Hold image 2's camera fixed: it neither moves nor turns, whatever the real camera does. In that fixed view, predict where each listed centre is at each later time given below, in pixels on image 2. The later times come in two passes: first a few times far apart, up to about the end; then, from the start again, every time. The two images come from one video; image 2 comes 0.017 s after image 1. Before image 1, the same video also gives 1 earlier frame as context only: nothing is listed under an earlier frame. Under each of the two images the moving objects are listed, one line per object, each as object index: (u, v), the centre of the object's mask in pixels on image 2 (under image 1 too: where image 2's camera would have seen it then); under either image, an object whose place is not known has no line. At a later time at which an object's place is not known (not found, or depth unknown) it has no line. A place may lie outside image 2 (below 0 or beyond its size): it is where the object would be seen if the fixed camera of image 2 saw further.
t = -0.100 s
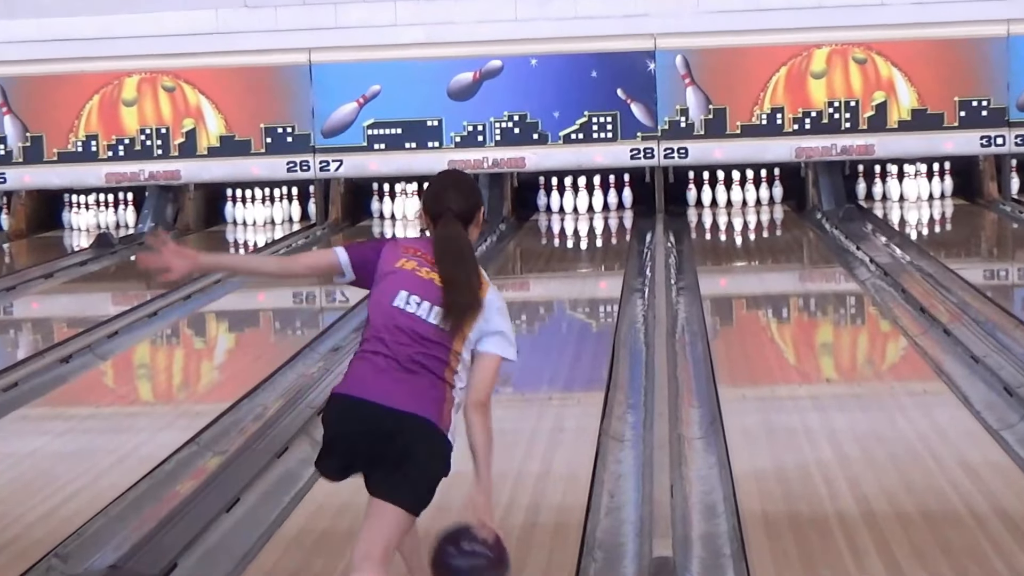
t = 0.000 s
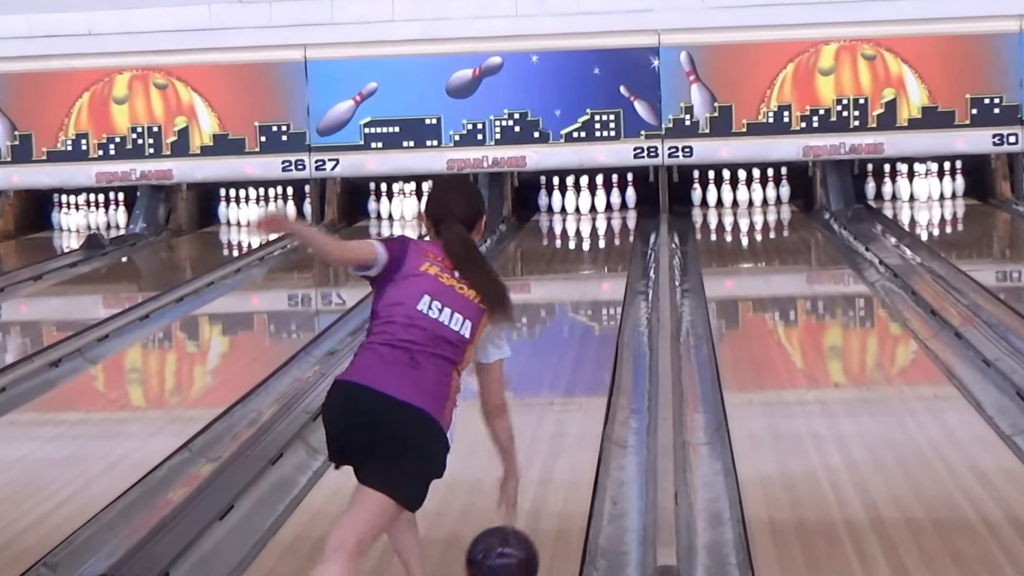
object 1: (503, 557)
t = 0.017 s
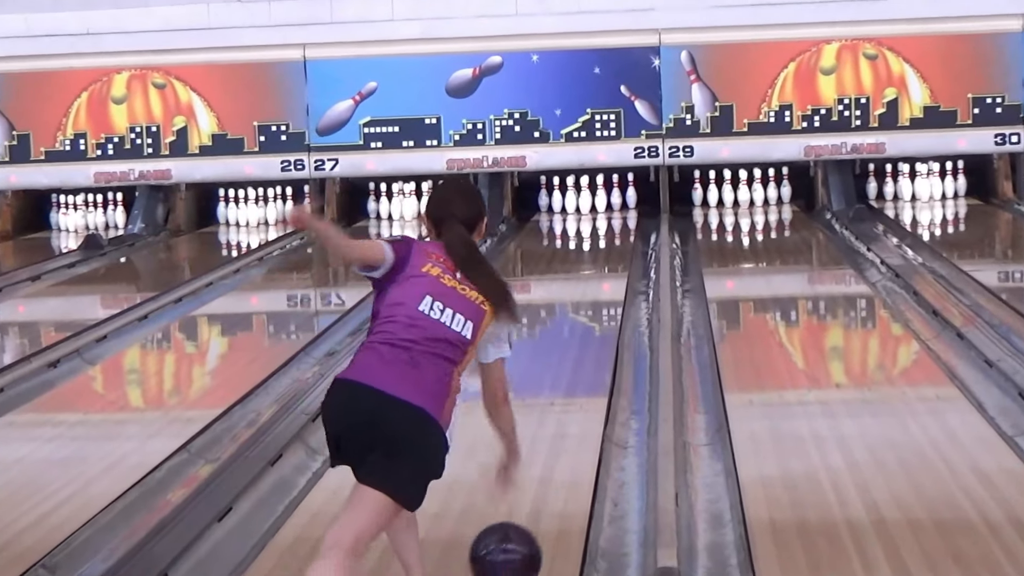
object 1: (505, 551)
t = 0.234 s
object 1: (537, 468)
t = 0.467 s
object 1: (558, 403)
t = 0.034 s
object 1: (509, 546)
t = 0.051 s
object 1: (512, 541)
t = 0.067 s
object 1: (514, 533)
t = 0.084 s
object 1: (517, 526)
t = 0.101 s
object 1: (520, 519)
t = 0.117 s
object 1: (522, 512)
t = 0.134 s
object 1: (524, 504)
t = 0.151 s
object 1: (526, 498)
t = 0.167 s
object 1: (529, 491)
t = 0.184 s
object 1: (531, 485)
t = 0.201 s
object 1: (533, 479)
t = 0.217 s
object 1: (535, 473)
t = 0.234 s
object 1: (537, 468)
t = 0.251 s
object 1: (539, 463)
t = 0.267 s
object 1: (540, 457)
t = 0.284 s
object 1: (542, 452)
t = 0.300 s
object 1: (544, 447)
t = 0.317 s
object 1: (545, 442)
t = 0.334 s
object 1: (547, 437)
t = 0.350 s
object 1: (549, 432)
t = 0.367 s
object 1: (550, 428)
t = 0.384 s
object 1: (552, 424)
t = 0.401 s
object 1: (553, 420)
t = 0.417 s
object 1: (554, 415)
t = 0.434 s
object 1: (556, 411)
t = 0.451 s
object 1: (557, 407)
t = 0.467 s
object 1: (558, 403)
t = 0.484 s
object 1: (559, 400)
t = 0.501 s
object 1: (561, 396)
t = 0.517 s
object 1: (562, 392)
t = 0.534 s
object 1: (563, 389)
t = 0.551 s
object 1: (564, 386)
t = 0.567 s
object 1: (565, 382)
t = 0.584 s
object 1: (566, 379)
